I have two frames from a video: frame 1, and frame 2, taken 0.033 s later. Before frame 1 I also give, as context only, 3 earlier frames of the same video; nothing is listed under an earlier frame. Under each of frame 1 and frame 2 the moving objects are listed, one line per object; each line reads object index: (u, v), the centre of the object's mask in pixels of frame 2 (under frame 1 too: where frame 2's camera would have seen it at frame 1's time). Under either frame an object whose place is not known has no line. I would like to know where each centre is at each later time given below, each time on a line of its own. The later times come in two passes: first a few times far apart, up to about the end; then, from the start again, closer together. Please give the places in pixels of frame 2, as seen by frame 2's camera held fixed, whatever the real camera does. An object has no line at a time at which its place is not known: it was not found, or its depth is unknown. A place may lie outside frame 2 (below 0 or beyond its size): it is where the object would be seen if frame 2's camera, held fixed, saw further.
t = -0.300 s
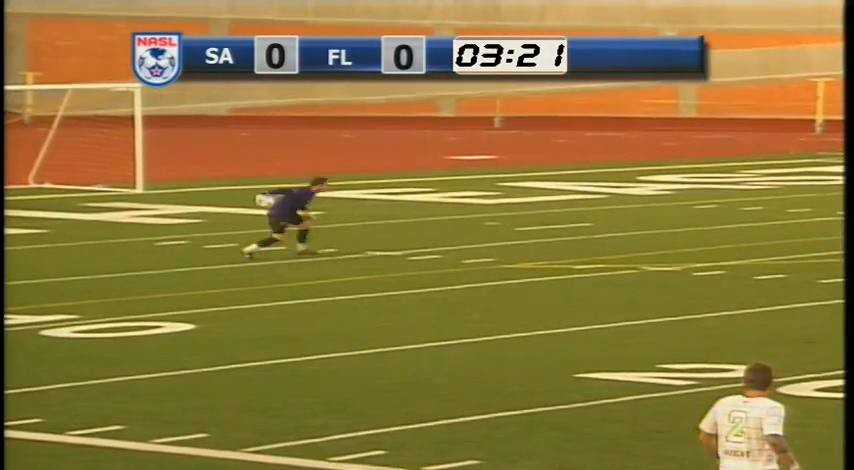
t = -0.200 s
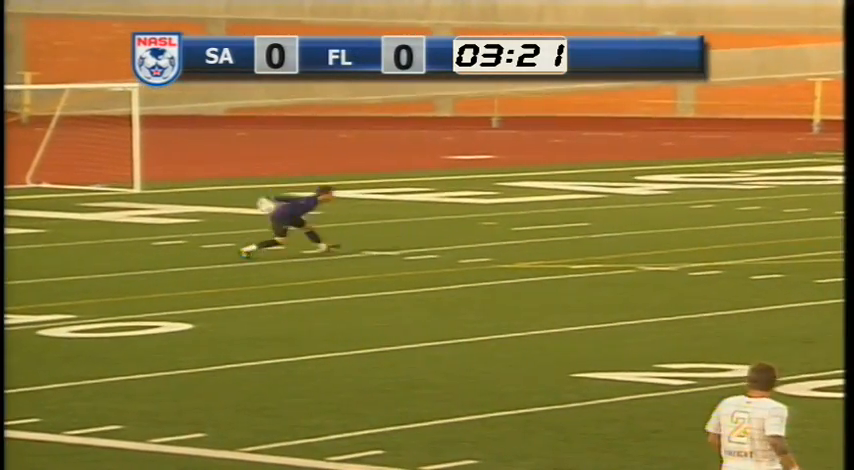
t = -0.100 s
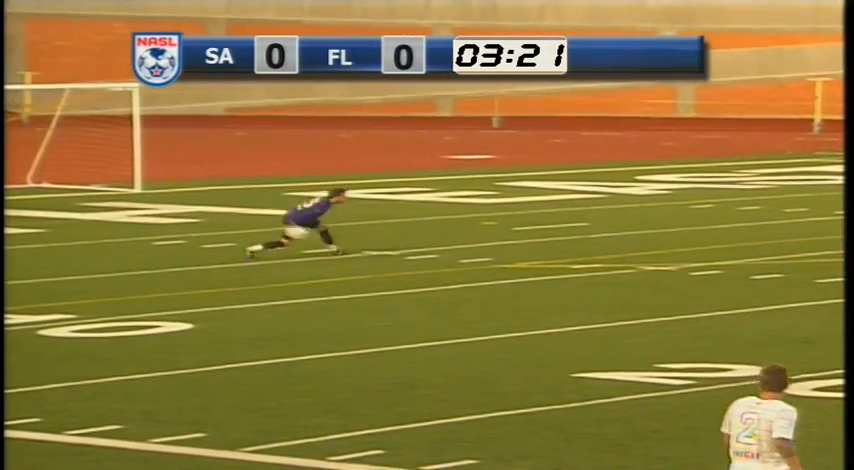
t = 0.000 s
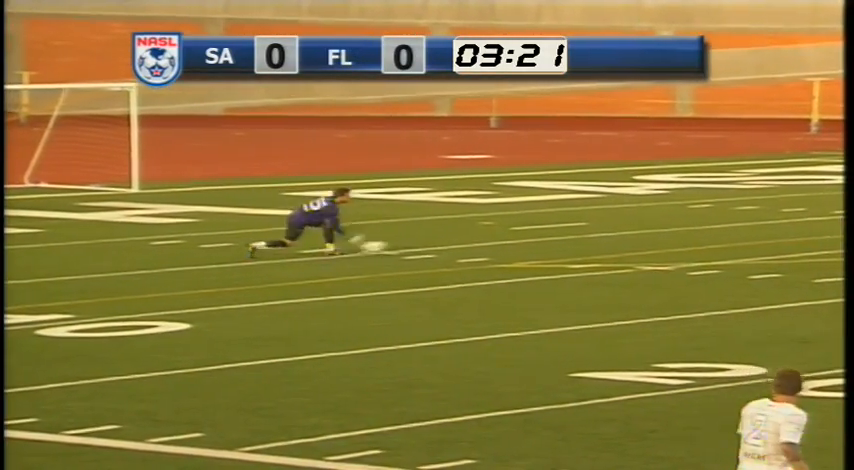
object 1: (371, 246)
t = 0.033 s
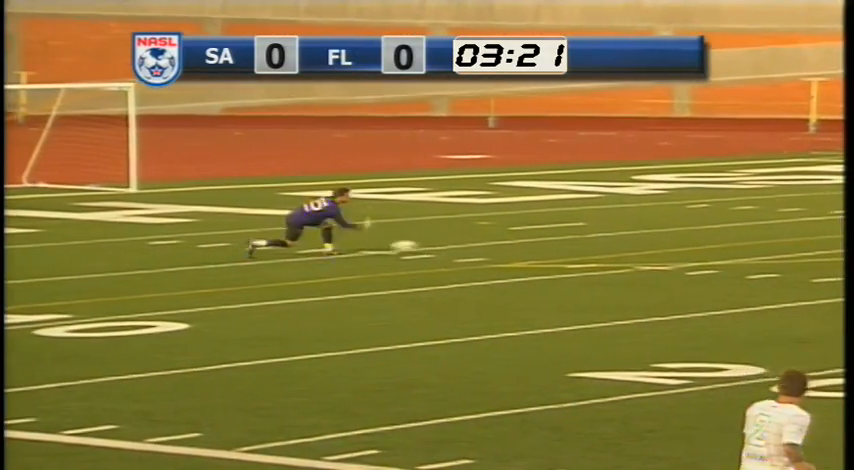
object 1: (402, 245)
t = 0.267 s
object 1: (601, 241)
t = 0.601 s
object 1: (817, 233)
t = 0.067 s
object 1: (434, 245)
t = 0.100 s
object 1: (465, 246)
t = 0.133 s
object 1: (491, 243)
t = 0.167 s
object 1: (520, 242)
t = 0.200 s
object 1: (548, 241)
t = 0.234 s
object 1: (575, 241)
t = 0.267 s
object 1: (601, 241)
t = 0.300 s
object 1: (625, 240)
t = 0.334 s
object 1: (649, 239)
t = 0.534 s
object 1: (779, 234)
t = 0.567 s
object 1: (798, 234)
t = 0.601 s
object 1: (817, 233)
